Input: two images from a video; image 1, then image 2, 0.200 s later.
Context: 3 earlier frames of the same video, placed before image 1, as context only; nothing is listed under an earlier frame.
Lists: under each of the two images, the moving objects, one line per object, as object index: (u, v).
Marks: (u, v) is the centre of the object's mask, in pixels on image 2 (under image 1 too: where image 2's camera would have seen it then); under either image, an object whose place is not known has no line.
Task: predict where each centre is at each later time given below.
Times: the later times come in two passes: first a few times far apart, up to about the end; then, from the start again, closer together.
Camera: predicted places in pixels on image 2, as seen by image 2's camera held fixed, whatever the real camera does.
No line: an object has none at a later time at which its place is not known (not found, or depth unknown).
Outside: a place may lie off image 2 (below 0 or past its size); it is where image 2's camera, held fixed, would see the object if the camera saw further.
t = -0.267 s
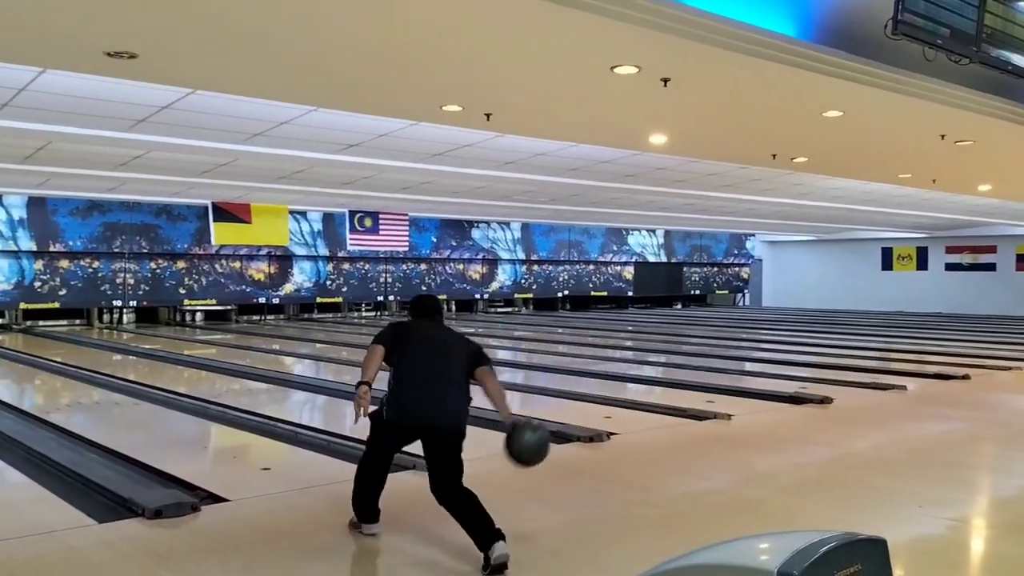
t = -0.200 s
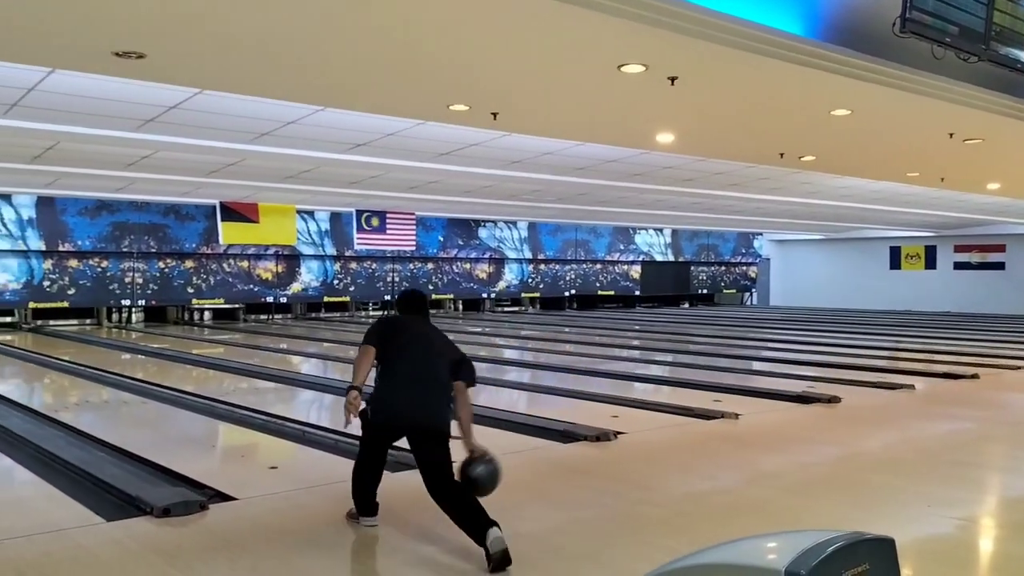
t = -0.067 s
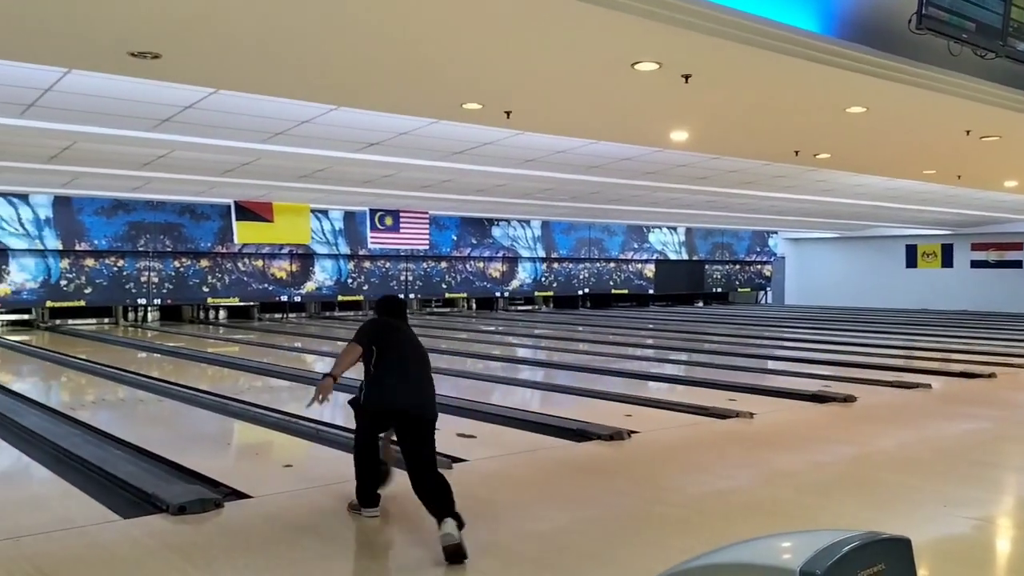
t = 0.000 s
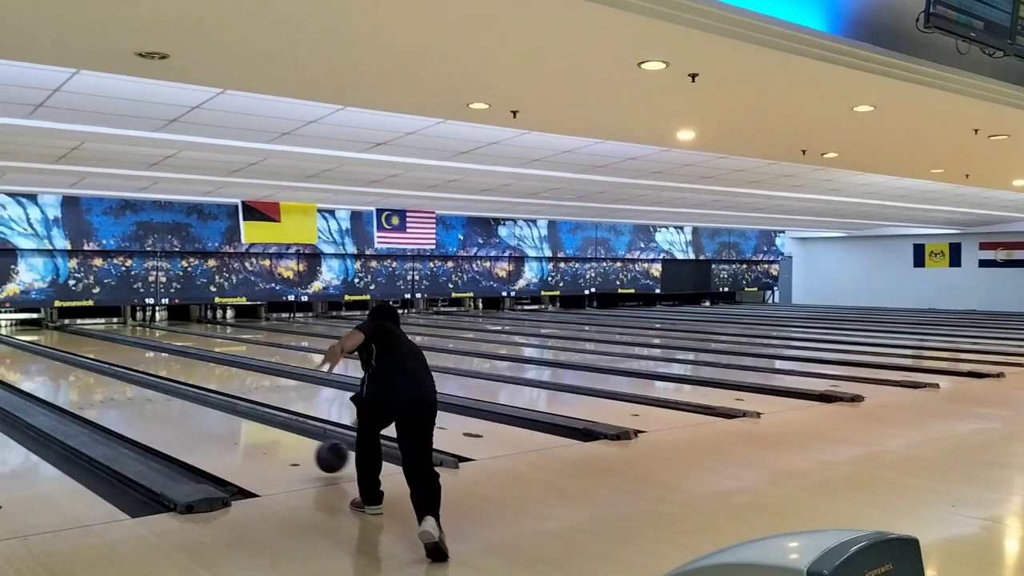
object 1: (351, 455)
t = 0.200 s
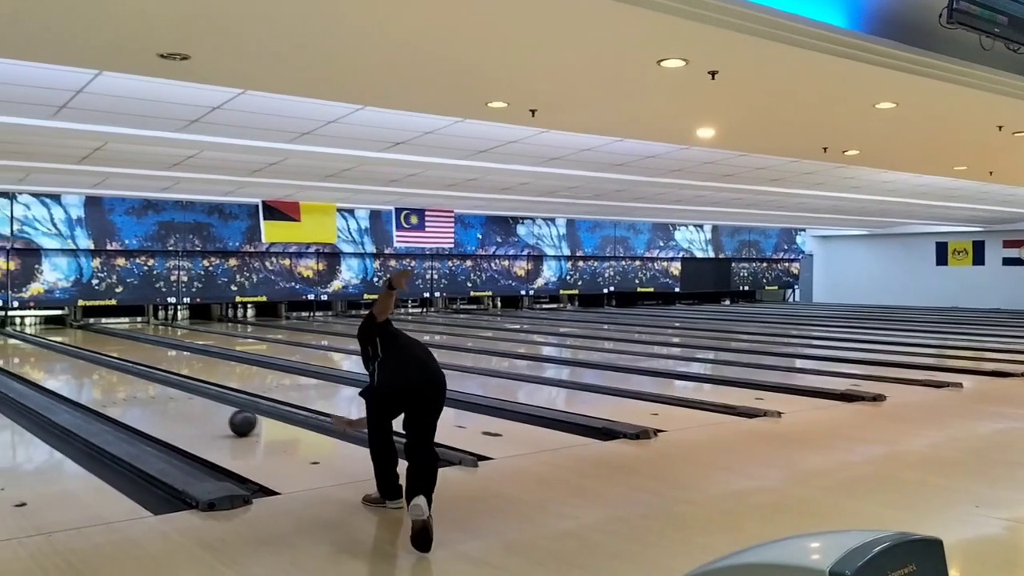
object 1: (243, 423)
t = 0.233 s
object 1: (228, 418)
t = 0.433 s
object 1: (159, 394)
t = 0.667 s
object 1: (100, 376)
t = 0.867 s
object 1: (62, 363)
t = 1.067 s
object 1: (32, 354)
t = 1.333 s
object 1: (1, 344)
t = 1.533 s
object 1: (-16, 337)
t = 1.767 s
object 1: (-34, 332)
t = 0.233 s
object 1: (228, 418)
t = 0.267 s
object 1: (215, 414)
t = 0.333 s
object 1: (191, 405)
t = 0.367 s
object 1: (180, 401)
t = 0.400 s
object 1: (169, 398)
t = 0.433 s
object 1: (159, 394)
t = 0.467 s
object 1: (149, 391)
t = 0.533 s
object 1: (131, 386)
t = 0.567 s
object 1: (123, 383)
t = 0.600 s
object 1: (115, 381)
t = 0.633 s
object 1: (108, 378)
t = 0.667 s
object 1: (100, 376)
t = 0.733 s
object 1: (86, 371)
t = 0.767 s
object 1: (80, 369)
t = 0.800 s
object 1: (74, 367)
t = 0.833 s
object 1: (68, 365)
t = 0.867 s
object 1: (62, 363)
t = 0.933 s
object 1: (52, 360)
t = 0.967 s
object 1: (46, 359)
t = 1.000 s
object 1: (42, 356)
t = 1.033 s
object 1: (38, 355)
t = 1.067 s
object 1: (32, 354)
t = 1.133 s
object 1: (24, 351)
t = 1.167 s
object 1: (20, 349)
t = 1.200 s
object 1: (16, 348)
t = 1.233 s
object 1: (12, 347)
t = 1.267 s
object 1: (9, 346)
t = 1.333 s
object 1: (1, 344)
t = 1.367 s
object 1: (-2, 343)
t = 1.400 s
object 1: (-5, 341)
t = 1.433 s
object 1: (-8, 340)
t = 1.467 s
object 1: (-11, 339)
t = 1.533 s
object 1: (-16, 337)
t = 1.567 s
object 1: (-19, 336)
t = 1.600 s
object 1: (-22, 336)
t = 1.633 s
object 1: (-24, 335)
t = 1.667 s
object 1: (-27, 334)
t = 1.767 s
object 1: (-34, 332)
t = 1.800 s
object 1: (-36, 331)
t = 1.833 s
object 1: (-39, 331)
